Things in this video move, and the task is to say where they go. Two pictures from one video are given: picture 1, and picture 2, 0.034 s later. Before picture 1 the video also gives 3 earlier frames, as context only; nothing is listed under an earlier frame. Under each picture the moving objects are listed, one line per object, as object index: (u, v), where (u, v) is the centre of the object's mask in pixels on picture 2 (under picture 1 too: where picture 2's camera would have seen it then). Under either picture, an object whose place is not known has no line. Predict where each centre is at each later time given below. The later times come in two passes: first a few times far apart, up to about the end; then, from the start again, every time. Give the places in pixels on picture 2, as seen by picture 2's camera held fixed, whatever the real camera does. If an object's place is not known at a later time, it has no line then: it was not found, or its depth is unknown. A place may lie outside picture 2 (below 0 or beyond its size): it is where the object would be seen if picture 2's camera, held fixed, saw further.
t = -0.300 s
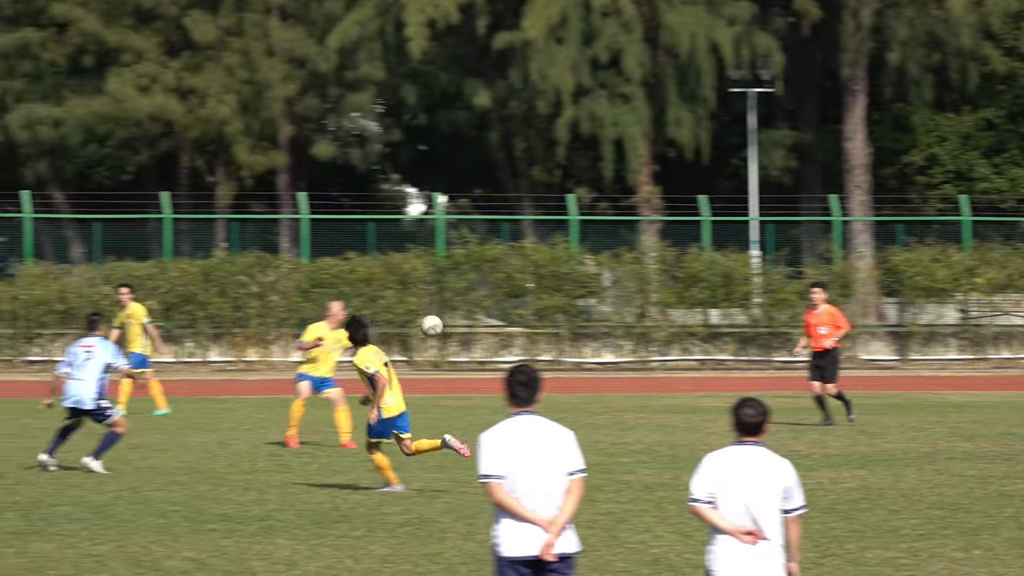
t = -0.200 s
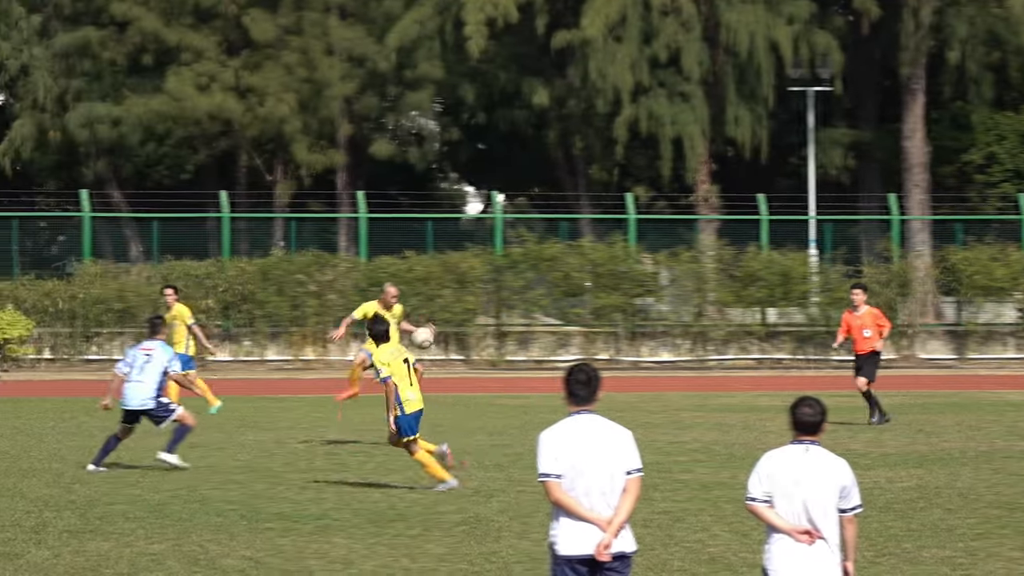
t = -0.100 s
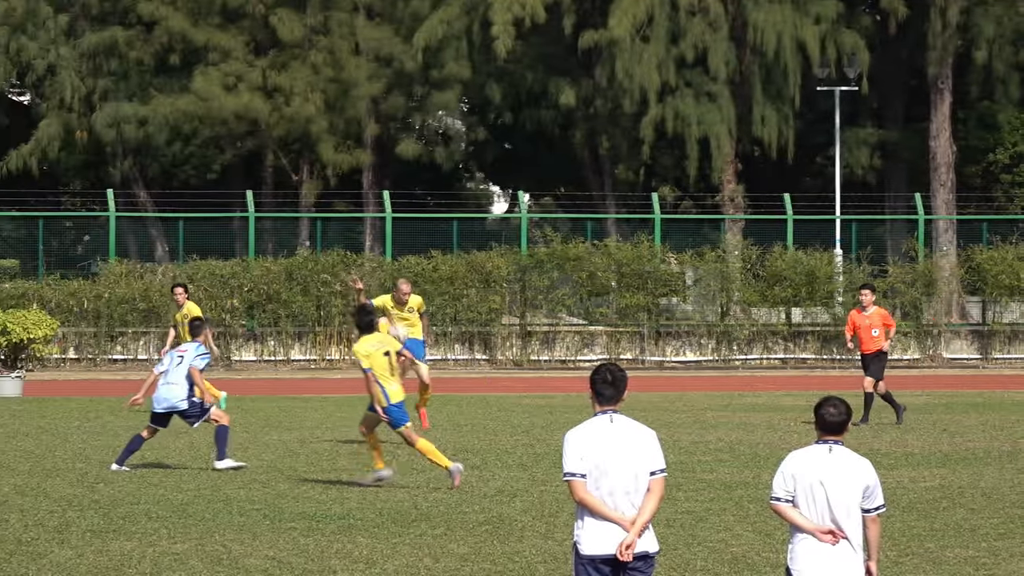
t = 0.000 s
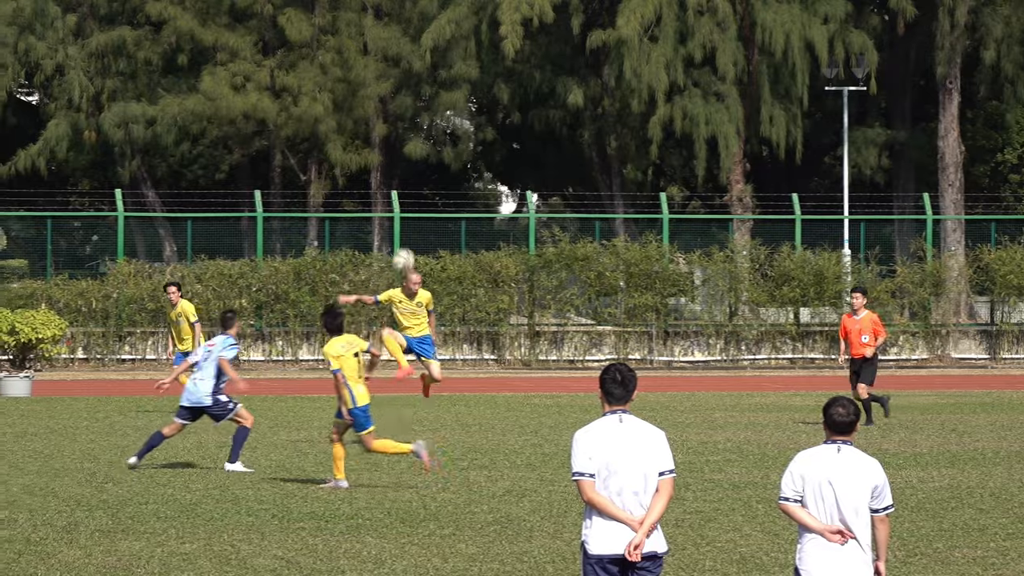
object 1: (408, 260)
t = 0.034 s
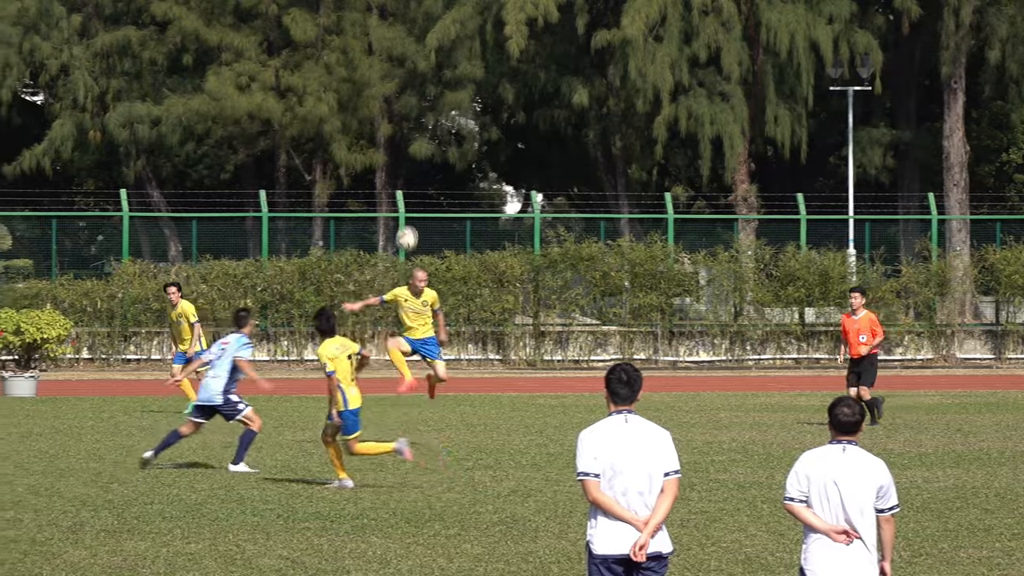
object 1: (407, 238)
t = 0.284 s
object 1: (388, 107)
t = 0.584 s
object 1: (354, 49)
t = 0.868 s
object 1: (313, 92)
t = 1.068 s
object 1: (280, 187)
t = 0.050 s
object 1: (406, 227)
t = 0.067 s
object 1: (405, 217)
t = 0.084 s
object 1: (404, 207)
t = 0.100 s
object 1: (402, 197)
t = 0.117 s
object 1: (401, 188)
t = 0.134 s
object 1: (401, 177)
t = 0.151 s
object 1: (399, 170)
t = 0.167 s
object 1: (398, 159)
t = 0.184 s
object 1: (397, 150)
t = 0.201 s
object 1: (395, 143)
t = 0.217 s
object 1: (394, 136)
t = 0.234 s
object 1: (393, 128)
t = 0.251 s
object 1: (392, 120)
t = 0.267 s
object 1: (390, 113)
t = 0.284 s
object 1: (388, 107)
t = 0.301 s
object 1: (387, 101)
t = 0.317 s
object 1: (384, 96)
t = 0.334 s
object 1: (383, 90)
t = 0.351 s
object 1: (381, 86)
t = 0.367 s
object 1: (380, 80)
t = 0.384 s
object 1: (378, 76)
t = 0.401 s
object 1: (376, 72)
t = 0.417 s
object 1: (374, 68)
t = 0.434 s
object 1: (372, 66)
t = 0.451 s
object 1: (371, 62)
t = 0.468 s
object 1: (369, 59)
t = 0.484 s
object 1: (367, 57)
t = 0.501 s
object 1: (365, 55)
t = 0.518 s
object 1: (363, 53)
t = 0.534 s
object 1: (360, 51)
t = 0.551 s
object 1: (359, 51)
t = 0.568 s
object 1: (356, 48)
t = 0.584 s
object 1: (354, 49)
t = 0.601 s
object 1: (352, 49)
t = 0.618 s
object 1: (350, 48)
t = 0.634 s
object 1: (348, 49)
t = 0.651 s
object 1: (345, 49)
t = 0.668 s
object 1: (343, 51)
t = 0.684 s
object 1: (341, 53)
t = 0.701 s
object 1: (338, 54)
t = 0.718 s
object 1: (336, 56)
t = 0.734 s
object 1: (334, 59)
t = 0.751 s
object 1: (331, 61)
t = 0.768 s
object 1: (328, 65)
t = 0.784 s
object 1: (326, 68)
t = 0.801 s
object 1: (324, 72)
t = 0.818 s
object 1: (322, 76)
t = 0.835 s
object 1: (319, 81)
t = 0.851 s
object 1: (317, 86)
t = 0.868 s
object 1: (313, 92)
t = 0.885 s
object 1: (311, 98)
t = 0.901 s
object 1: (308, 104)
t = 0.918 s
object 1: (305, 110)
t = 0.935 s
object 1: (302, 117)
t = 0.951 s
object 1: (300, 125)
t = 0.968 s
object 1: (297, 132)
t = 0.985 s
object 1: (294, 141)
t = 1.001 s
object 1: (292, 149)
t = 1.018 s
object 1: (288, 158)
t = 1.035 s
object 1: (285, 167)
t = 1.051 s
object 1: (282, 177)
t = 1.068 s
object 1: (280, 187)
